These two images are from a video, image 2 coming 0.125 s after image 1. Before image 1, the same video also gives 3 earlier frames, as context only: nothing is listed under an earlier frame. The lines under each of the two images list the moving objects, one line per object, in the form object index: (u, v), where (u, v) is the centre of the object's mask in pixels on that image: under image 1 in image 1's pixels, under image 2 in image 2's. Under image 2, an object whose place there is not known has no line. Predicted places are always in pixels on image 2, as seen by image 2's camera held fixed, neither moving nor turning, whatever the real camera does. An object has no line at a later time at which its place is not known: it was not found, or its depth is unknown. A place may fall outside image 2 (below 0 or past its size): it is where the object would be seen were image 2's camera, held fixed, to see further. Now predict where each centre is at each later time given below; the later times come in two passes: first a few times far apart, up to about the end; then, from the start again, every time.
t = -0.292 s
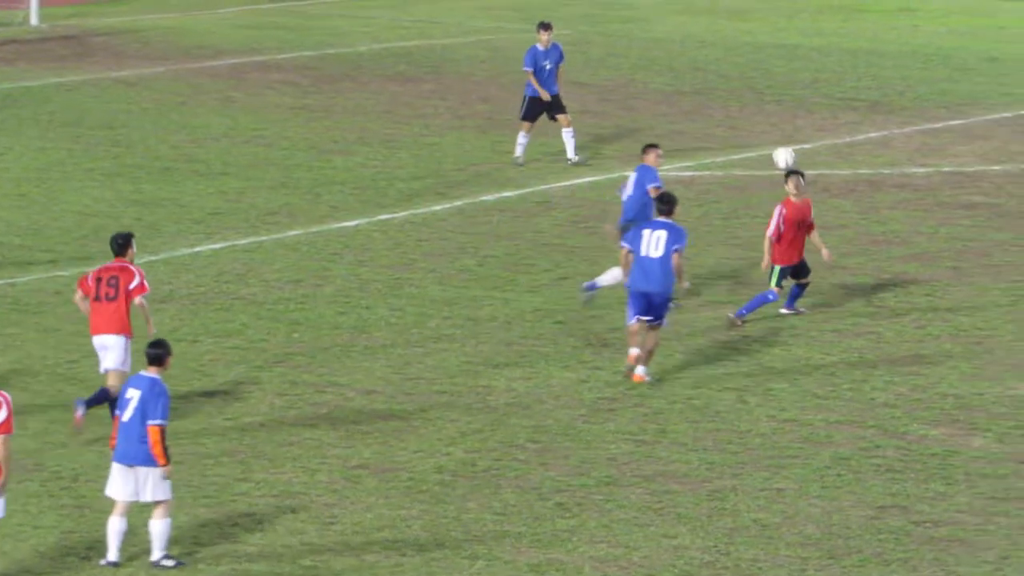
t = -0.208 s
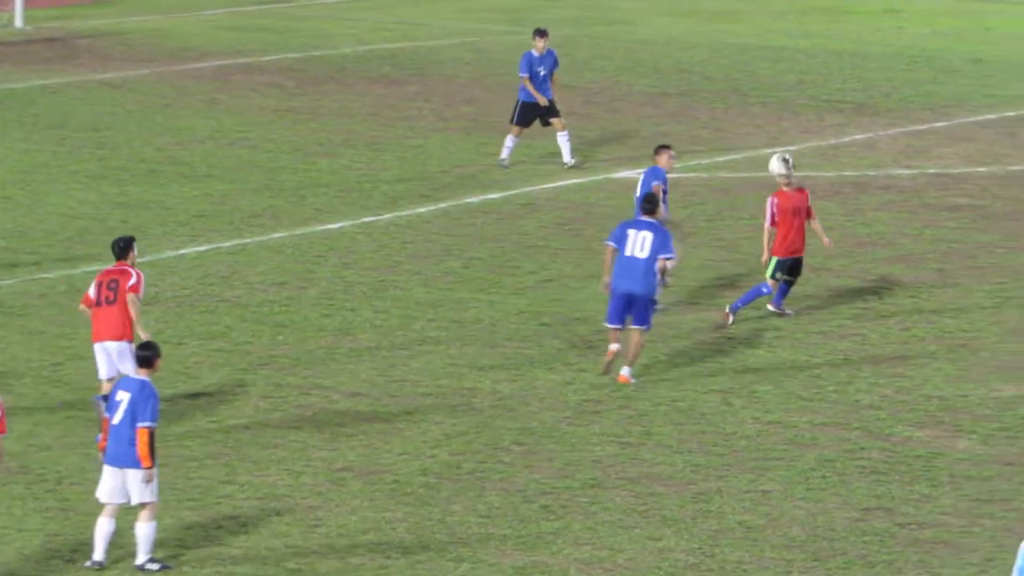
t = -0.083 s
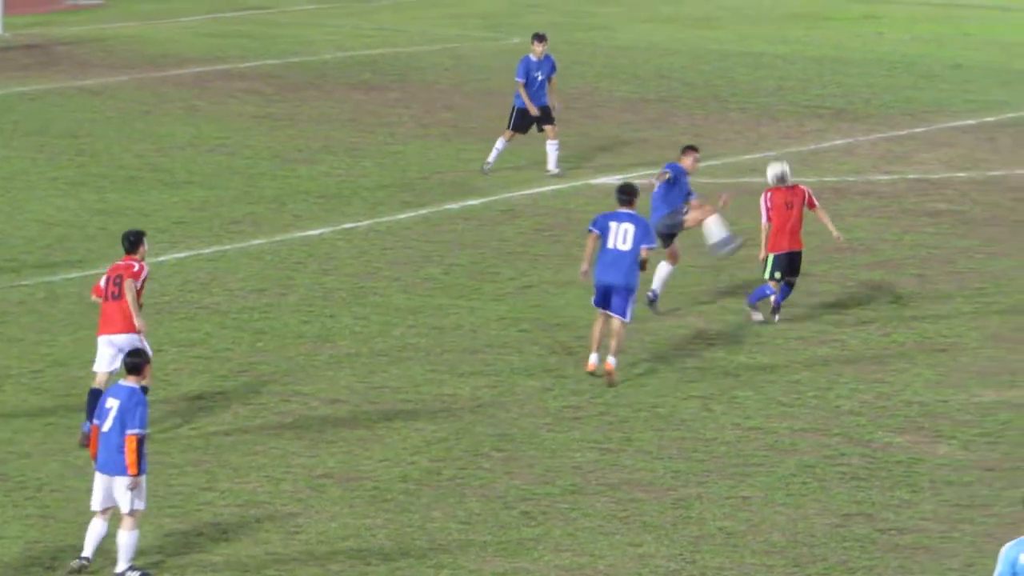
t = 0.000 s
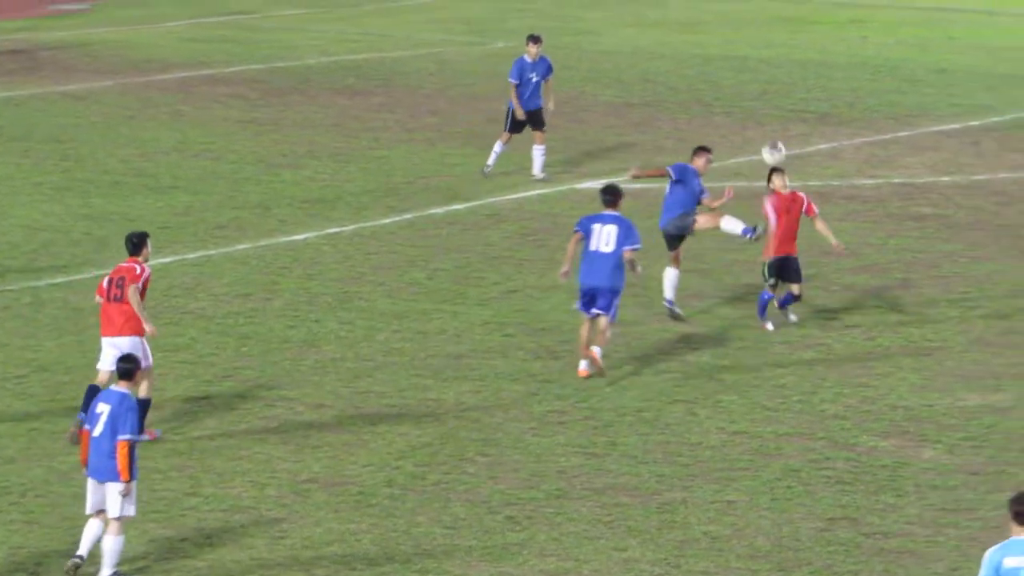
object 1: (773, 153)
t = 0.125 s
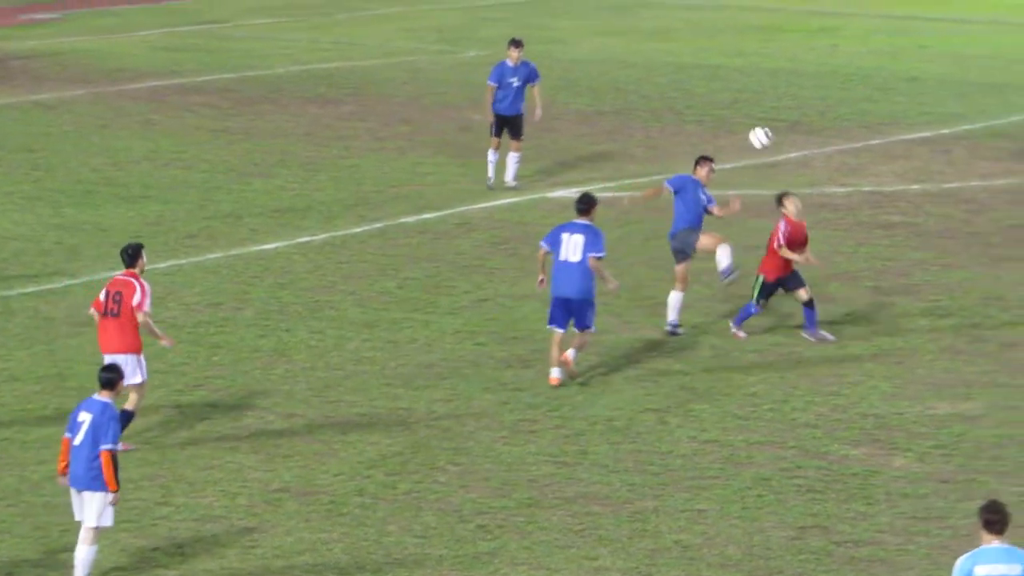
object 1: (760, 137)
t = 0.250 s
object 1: (776, 131)
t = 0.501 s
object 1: (802, 164)
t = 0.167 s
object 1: (766, 133)
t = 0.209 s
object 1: (773, 131)
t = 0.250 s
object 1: (776, 131)
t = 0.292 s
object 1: (781, 131)
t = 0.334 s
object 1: (783, 134)
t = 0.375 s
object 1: (787, 139)
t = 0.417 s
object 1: (792, 146)
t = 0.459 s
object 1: (797, 154)
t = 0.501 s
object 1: (802, 164)
